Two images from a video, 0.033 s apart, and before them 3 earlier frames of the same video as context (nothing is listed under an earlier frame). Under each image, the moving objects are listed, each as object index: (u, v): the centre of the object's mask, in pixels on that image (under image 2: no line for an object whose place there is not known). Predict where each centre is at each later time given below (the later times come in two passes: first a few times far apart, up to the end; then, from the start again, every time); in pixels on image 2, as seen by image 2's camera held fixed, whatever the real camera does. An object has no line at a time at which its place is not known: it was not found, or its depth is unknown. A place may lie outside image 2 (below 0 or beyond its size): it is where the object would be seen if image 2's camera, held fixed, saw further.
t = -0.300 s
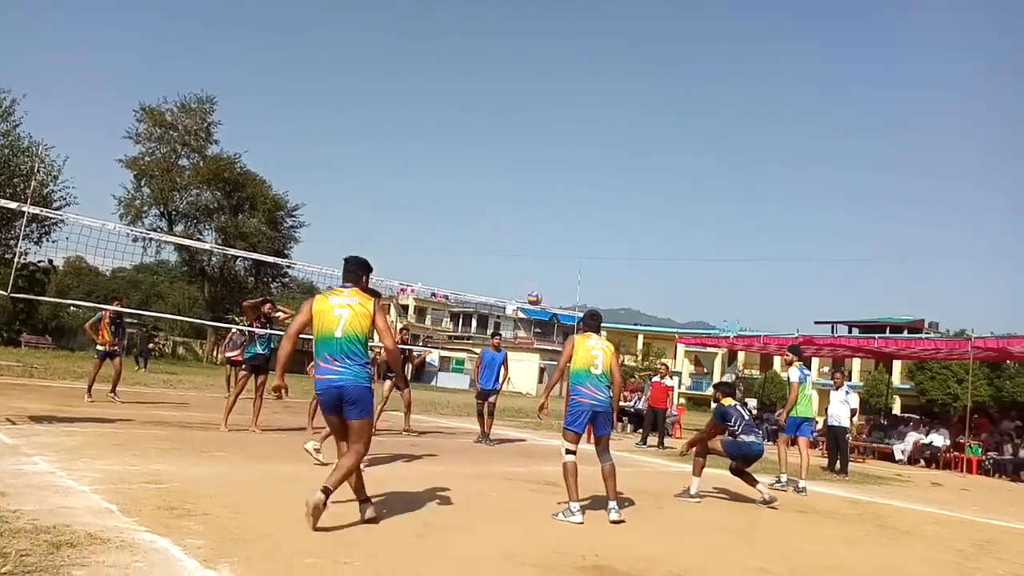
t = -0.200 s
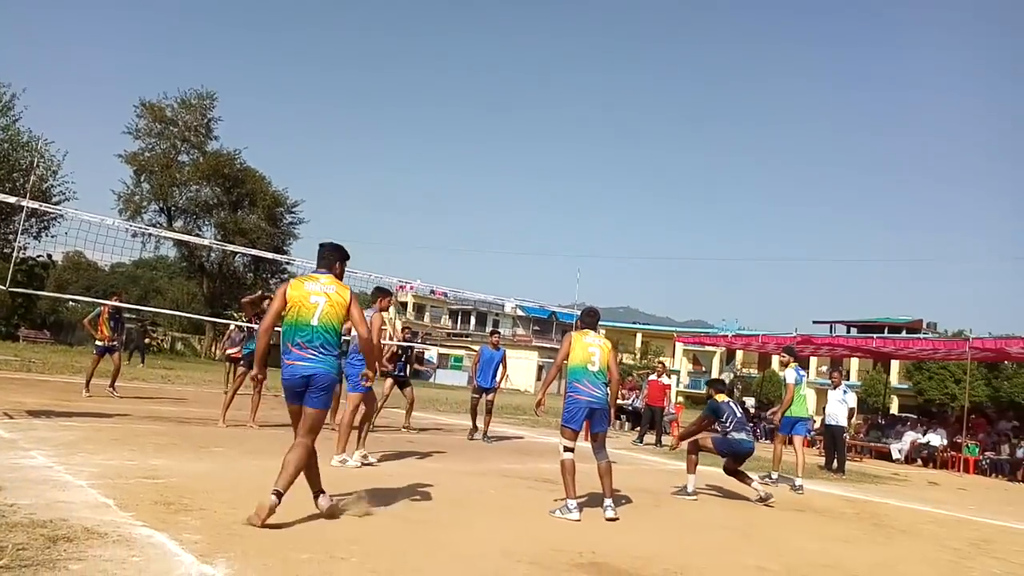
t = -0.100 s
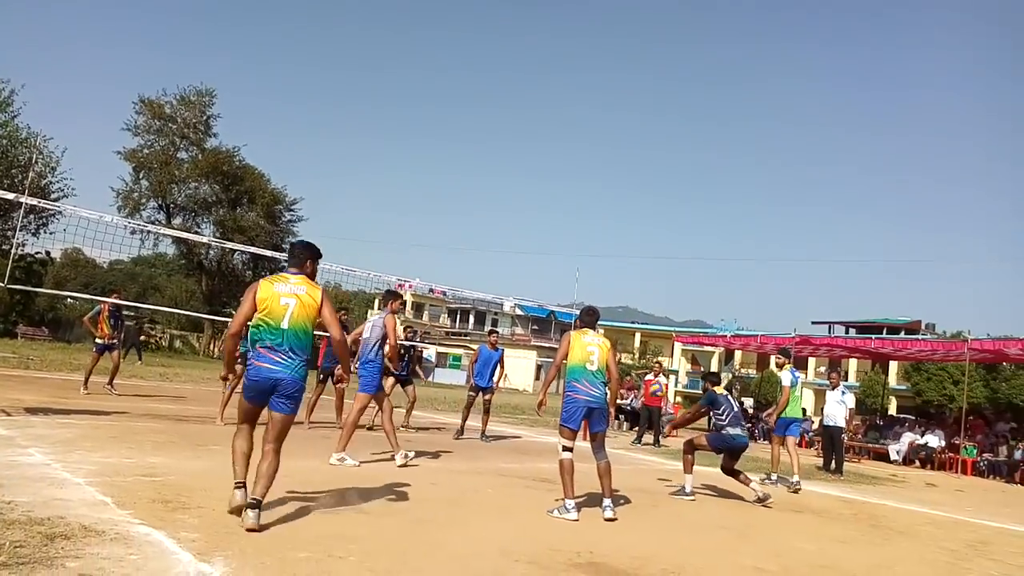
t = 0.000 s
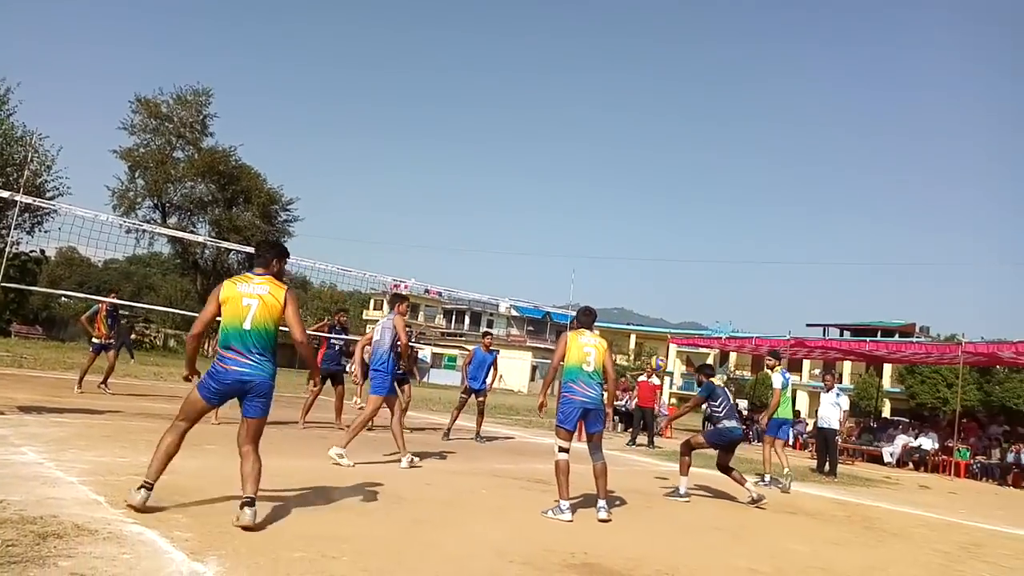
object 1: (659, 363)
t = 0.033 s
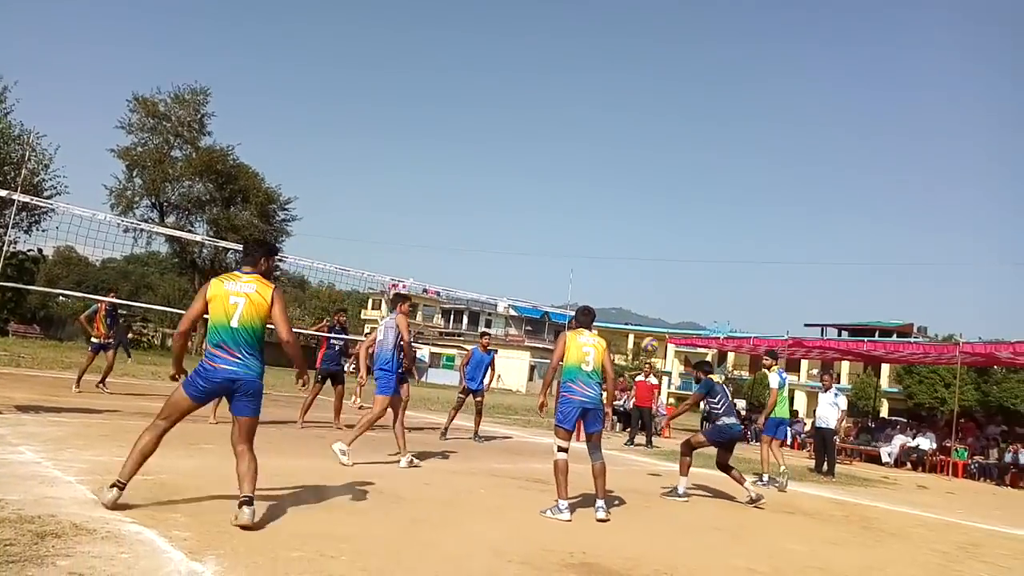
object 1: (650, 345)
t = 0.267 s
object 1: (601, 250)
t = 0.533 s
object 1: (551, 202)
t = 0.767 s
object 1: (510, 204)
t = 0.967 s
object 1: (476, 231)
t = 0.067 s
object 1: (642, 327)
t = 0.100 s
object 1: (635, 312)
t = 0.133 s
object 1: (628, 297)
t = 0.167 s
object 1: (621, 284)
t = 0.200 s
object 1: (614, 271)
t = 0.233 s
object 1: (607, 260)
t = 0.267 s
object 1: (601, 250)
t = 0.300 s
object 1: (595, 240)
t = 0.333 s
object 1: (588, 232)
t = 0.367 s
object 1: (582, 225)
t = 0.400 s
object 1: (576, 219)
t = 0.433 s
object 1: (570, 214)
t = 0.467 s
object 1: (563, 209)
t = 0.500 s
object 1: (557, 206)
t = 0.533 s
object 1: (551, 202)
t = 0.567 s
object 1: (545, 200)
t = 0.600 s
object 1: (540, 199)
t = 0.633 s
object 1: (534, 199)
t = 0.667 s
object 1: (528, 199)
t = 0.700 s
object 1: (522, 200)
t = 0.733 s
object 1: (516, 202)
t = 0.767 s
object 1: (510, 204)
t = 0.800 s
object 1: (504, 207)
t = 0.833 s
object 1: (498, 210)
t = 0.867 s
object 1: (493, 215)
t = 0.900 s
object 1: (487, 219)
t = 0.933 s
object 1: (482, 225)
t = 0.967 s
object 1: (476, 231)
